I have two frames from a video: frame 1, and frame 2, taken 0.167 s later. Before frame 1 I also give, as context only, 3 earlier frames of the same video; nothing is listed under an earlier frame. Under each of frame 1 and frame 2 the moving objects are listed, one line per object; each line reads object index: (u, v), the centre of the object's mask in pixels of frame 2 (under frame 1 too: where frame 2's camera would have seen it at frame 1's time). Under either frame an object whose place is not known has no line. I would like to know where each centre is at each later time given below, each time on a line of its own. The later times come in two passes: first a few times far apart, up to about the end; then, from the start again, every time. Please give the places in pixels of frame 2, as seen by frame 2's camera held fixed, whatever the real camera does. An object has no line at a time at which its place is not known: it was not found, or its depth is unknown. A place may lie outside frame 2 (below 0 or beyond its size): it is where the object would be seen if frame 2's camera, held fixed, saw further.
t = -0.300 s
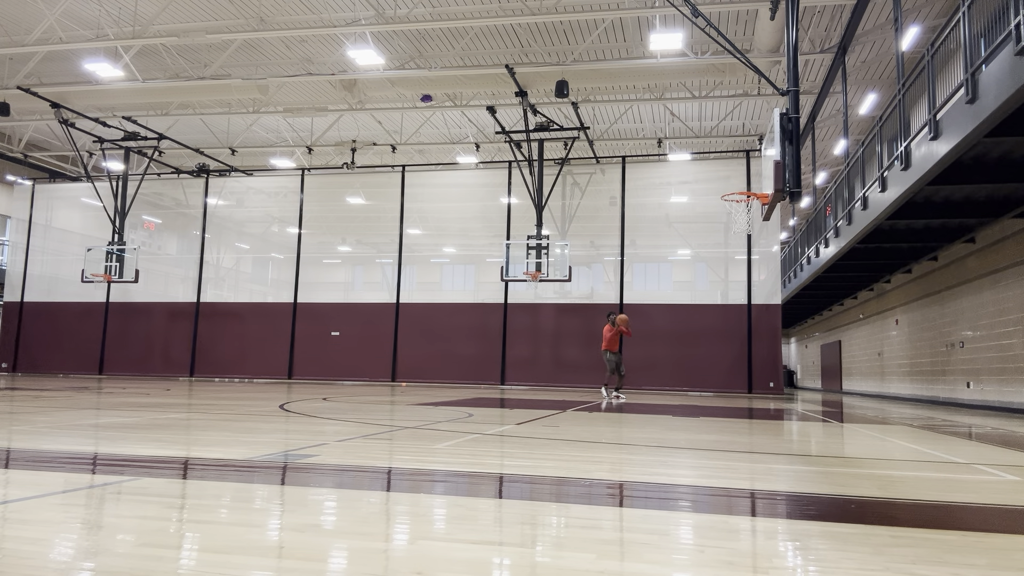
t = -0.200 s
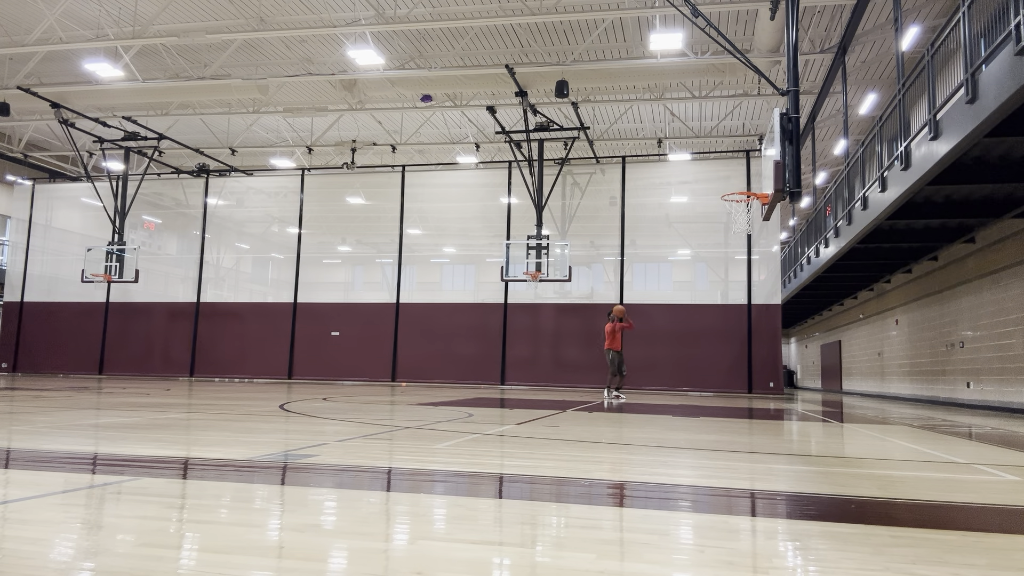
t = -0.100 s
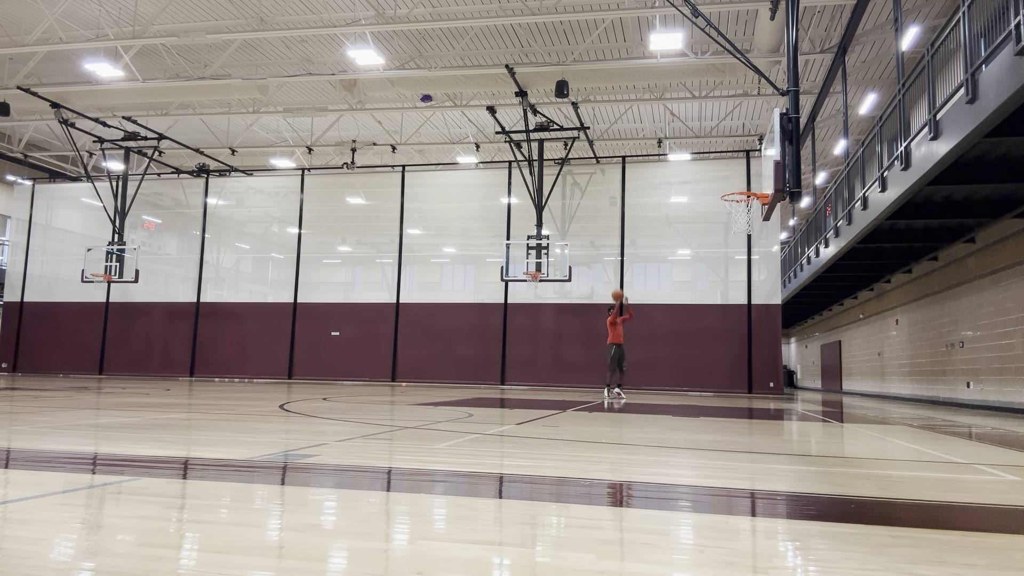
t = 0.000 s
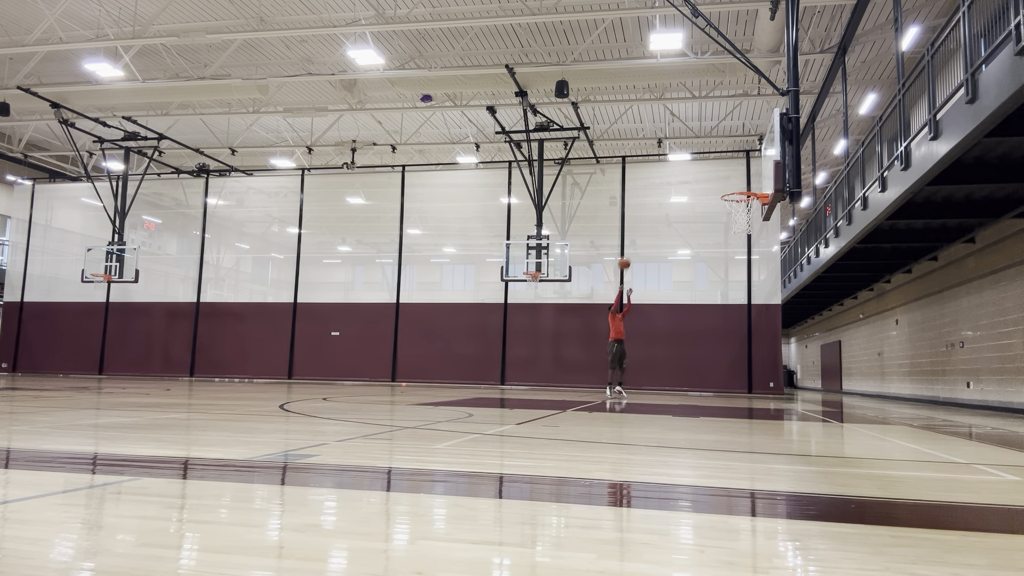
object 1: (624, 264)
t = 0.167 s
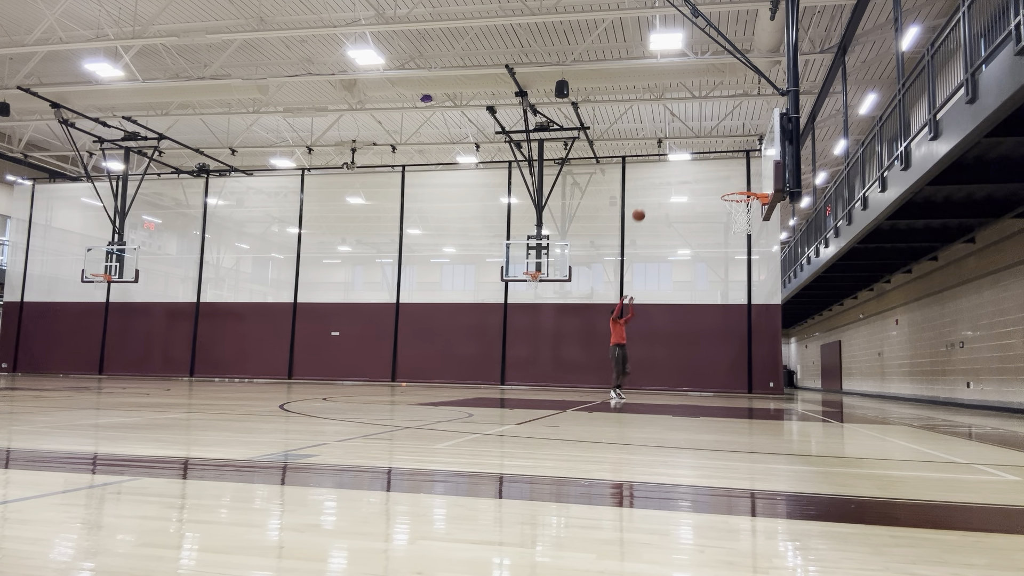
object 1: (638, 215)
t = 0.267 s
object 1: (647, 192)
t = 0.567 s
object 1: (676, 148)
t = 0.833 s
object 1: (706, 152)
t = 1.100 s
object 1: (742, 193)
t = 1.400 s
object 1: (743, 207)
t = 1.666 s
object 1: (753, 227)
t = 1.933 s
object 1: (756, 286)
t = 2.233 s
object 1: (760, 401)
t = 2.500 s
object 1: (756, 324)
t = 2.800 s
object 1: (751, 301)
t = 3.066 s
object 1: (748, 329)
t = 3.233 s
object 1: (747, 369)
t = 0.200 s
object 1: (641, 207)
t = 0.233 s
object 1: (644, 199)
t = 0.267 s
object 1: (647, 192)
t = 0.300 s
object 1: (650, 184)
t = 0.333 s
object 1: (653, 178)
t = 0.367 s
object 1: (657, 173)
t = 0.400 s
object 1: (660, 167)
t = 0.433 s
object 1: (663, 162)
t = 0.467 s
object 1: (666, 158)
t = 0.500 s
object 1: (669, 154)
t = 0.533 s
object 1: (673, 150)
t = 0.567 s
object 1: (676, 148)
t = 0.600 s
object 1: (680, 146)
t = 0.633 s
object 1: (684, 145)
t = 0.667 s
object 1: (687, 145)
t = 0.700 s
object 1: (691, 145)
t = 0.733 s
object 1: (694, 145)
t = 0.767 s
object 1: (698, 147)
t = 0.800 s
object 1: (702, 149)
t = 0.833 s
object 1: (706, 152)
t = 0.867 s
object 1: (710, 155)
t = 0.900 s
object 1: (714, 160)
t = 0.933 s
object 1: (718, 164)
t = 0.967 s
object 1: (722, 171)
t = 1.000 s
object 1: (726, 177)
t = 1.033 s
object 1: (731, 185)
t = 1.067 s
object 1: (735, 191)
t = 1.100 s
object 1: (742, 193)
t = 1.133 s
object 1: (747, 196)
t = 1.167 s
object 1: (743, 197)
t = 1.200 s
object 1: (736, 198)
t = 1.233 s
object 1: (731, 199)
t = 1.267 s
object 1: (733, 200)
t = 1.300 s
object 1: (736, 202)
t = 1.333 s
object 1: (738, 204)
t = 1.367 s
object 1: (741, 206)
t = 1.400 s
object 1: (743, 207)
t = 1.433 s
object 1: (745, 209)
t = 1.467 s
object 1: (747, 210)
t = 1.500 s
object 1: (749, 211)
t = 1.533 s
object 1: (750, 213)
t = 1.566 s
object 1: (751, 216)
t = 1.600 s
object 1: (752, 221)
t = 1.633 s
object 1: (752, 223)
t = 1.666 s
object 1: (753, 227)
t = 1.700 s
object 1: (753, 231)
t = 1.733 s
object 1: (753, 236)
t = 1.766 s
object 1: (754, 243)
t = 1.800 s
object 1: (754, 250)
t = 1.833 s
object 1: (755, 258)
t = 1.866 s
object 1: (755, 267)
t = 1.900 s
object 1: (755, 276)
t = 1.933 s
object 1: (756, 286)
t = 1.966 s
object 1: (756, 296)
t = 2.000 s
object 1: (756, 308)
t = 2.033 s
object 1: (757, 319)
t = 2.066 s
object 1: (758, 332)
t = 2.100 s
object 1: (758, 346)
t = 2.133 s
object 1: (759, 360)
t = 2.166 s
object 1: (759, 376)
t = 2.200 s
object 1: (760, 392)
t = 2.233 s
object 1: (760, 401)
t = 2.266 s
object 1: (760, 388)
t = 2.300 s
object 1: (759, 377)
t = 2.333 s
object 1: (758, 366)
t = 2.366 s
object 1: (758, 355)
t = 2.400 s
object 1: (757, 346)
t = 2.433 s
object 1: (756, 338)
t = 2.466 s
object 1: (756, 331)
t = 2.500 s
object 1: (756, 324)
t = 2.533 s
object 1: (755, 319)
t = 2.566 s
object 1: (754, 314)
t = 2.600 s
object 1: (754, 310)
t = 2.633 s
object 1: (753, 306)
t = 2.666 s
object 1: (753, 304)
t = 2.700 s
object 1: (753, 302)
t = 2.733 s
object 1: (752, 301)
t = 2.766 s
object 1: (752, 301)
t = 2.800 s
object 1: (751, 301)
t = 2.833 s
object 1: (751, 302)
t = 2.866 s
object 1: (751, 303)
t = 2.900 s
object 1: (750, 306)
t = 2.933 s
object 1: (750, 309)
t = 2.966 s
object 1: (750, 313)
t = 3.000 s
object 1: (749, 317)
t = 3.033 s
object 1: (749, 322)
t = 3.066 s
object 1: (748, 329)
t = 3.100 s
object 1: (748, 335)
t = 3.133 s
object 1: (748, 343)
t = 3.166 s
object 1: (747, 351)
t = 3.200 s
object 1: (747, 359)
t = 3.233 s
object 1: (747, 369)
